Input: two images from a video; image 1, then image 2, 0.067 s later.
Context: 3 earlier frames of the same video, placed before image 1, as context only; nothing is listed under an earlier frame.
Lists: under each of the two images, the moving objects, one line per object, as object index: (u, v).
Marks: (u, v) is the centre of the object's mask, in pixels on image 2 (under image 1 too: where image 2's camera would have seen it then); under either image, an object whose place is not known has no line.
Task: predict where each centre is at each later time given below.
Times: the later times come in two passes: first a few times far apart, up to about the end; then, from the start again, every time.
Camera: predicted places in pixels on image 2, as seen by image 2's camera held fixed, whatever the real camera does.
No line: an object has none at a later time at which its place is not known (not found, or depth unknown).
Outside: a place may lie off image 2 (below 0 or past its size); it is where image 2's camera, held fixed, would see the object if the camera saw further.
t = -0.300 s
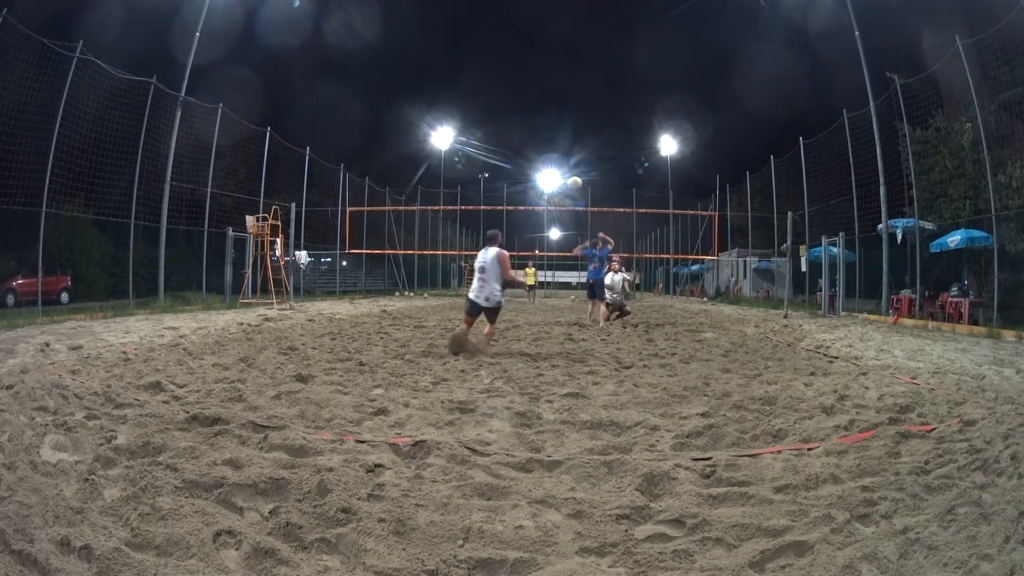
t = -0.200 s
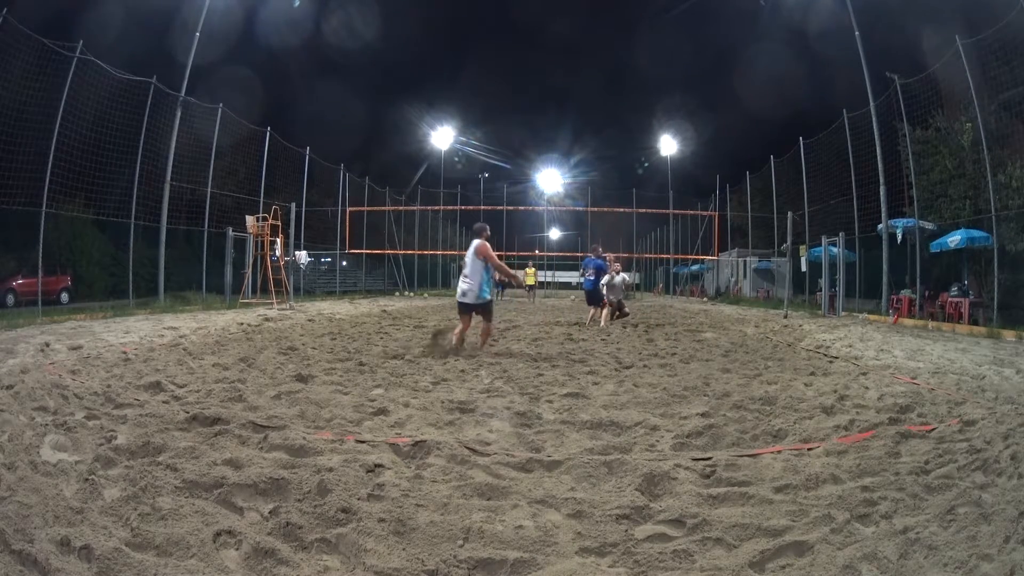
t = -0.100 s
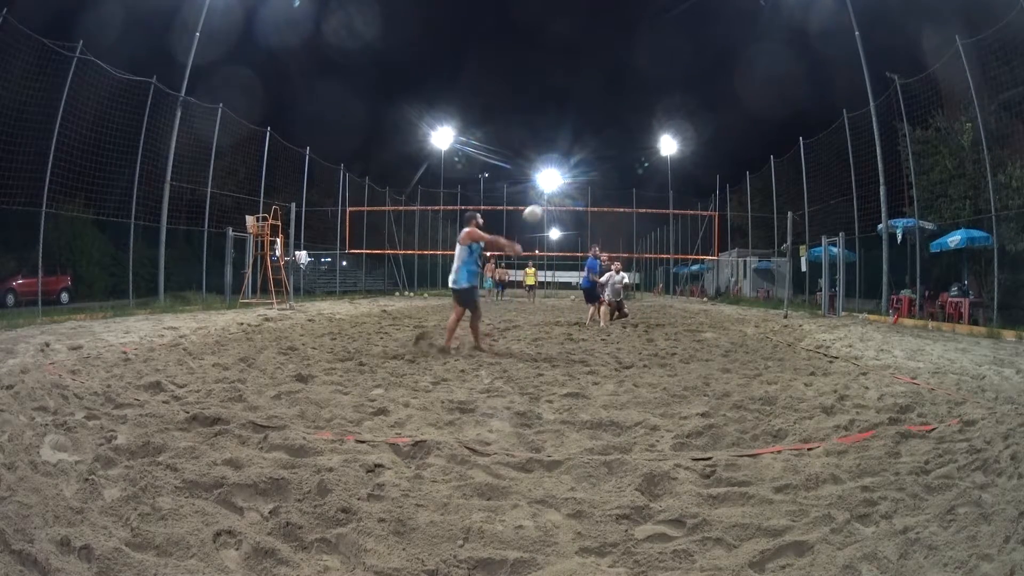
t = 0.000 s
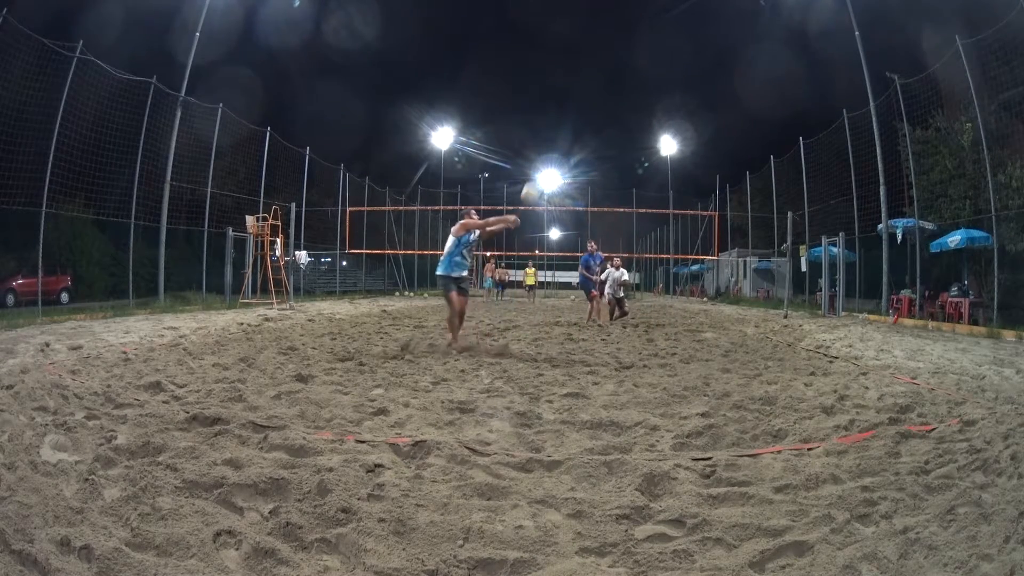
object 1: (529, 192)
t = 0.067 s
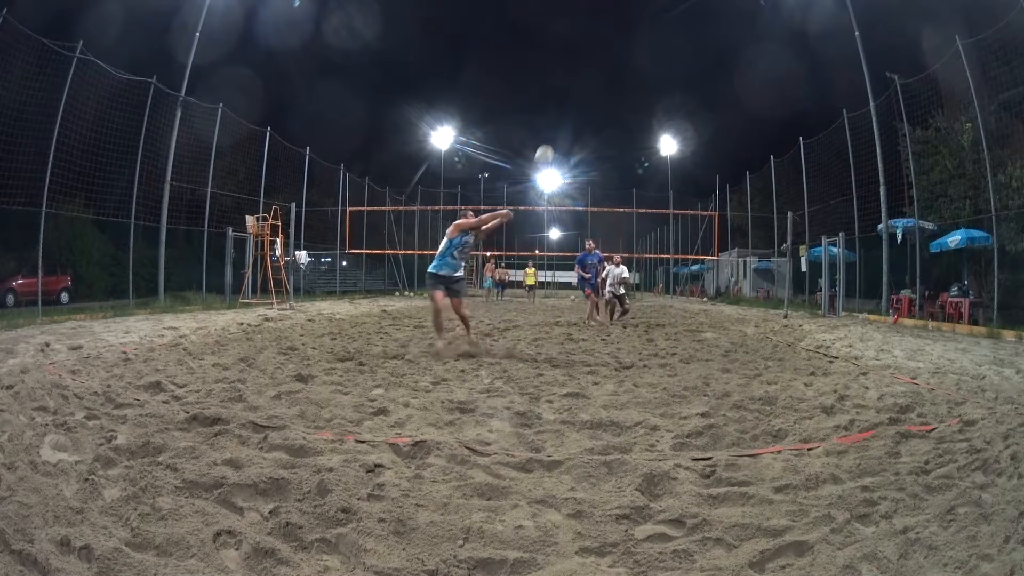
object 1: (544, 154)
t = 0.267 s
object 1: (576, 81)
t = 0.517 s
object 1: (604, 45)
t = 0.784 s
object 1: (629, 45)
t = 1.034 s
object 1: (650, 73)
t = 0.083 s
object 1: (547, 146)
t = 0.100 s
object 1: (550, 139)
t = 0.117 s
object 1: (553, 132)
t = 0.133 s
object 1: (556, 125)
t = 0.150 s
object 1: (559, 118)
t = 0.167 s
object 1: (561, 112)
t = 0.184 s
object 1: (564, 106)
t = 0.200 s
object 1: (567, 101)
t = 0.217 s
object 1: (569, 95)
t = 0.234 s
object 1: (572, 90)
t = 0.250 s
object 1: (574, 86)
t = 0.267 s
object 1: (576, 81)
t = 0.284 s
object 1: (578, 77)
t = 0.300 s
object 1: (581, 73)
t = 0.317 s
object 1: (583, 70)
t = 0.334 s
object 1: (585, 66)
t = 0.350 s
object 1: (587, 64)
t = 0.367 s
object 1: (588, 61)
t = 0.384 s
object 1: (590, 58)
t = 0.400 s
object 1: (592, 56)
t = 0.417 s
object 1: (594, 54)
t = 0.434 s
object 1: (596, 52)
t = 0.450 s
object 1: (598, 50)
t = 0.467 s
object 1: (599, 48)
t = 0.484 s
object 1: (601, 47)
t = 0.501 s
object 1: (603, 46)
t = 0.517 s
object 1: (604, 45)
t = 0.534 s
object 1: (606, 44)
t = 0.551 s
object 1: (608, 43)
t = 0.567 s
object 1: (609, 42)
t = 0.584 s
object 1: (611, 42)
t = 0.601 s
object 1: (612, 41)
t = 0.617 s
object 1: (614, 41)
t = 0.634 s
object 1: (616, 41)
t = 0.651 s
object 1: (617, 41)
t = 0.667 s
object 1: (619, 41)
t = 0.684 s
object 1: (620, 41)
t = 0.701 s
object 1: (622, 41)
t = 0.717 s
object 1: (623, 42)
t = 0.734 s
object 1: (625, 43)
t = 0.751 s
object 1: (626, 43)
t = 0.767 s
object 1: (627, 44)
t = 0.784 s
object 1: (629, 45)
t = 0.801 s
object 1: (630, 46)
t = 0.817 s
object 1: (632, 47)
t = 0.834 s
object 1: (633, 49)
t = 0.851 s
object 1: (634, 50)
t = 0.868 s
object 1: (636, 51)
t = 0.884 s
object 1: (637, 53)
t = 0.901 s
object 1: (639, 55)
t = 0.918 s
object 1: (640, 57)
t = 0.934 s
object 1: (642, 59)
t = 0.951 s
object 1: (643, 61)
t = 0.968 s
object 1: (644, 63)
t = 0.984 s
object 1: (646, 65)
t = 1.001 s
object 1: (647, 67)
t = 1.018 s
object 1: (648, 70)
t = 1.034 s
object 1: (650, 73)
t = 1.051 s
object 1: (651, 75)
